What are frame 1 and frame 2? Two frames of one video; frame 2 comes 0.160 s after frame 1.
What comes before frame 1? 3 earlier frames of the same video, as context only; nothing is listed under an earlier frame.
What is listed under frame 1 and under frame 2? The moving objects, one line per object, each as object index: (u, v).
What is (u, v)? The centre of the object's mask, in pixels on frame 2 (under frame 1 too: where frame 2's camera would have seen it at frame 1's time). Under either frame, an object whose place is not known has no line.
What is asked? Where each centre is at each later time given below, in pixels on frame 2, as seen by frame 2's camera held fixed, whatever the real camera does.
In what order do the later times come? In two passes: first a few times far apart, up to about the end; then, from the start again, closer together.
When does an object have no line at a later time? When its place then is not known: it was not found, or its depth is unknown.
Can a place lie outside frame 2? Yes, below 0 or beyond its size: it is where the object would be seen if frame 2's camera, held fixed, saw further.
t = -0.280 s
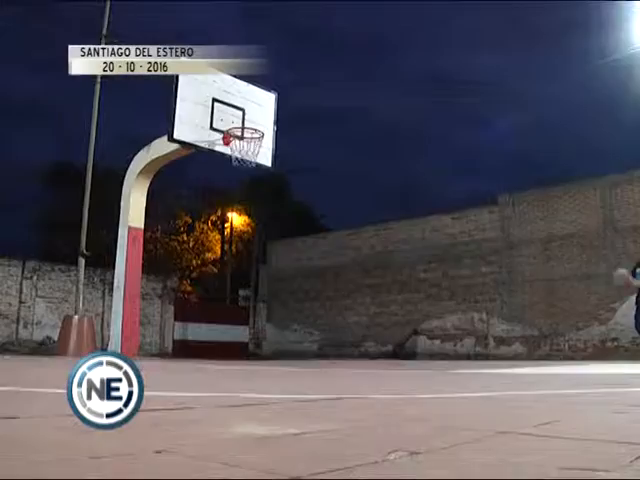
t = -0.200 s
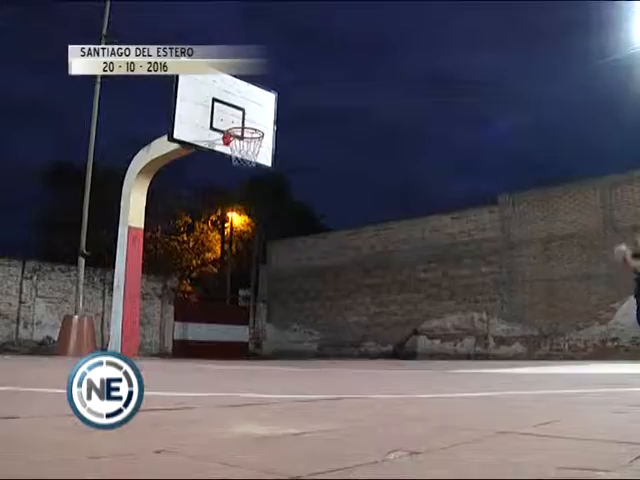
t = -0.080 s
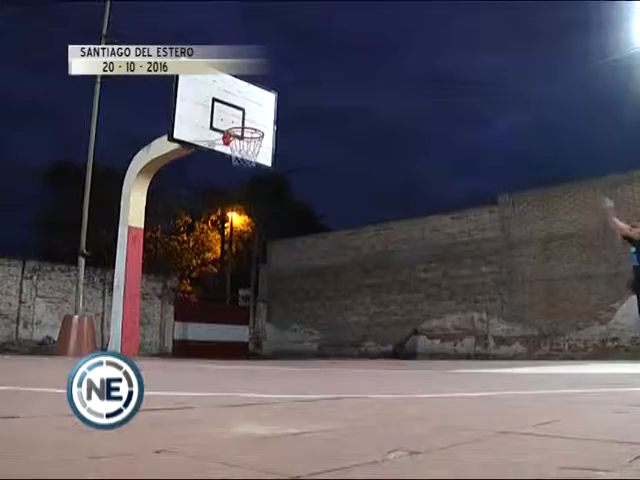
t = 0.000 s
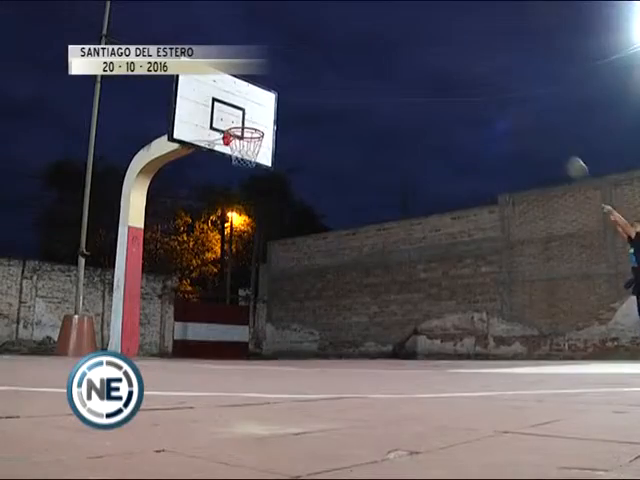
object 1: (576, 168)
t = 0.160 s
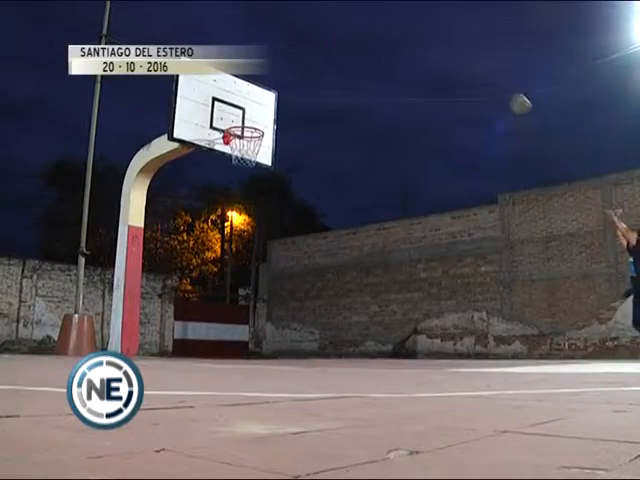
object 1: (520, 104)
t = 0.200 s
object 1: (506, 92)
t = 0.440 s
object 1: (427, 46)
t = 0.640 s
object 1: (365, 39)
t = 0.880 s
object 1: (293, 65)
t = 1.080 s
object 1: (236, 113)
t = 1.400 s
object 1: (261, 189)
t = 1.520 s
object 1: (274, 235)
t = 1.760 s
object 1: (301, 339)
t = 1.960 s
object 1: (334, 263)
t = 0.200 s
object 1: (506, 92)
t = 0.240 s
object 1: (493, 81)
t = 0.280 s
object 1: (480, 72)
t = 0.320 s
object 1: (466, 63)
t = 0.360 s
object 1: (453, 56)
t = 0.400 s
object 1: (440, 51)
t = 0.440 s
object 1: (427, 46)
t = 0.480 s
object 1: (414, 42)
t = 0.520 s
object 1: (402, 40)
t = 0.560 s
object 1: (389, 39)
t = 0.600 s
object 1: (377, 39)
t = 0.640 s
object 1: (365, 39)
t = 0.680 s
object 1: (353, 41)
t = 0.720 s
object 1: (341, 43)
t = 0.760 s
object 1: (329, 47)
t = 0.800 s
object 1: (317, 51)
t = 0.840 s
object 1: (305, 57)
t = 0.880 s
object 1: (293, 65)
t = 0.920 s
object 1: (281, 72)
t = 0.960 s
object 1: (270, 80)
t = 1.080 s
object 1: (236, 113)
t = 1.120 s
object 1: (236, 120)
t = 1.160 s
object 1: (237, 129)
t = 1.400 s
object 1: (261, 189)
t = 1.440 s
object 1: (265, 203)
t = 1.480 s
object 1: (270, 219)
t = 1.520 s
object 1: (274, 235)
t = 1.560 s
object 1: (278, 255)
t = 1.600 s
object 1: (283, 275)
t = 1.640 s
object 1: (287, 294)
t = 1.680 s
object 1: (291, 319)
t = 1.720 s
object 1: (295, 344)
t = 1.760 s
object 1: (301, 339)
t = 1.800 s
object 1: (308, 323)
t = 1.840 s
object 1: (315, 304)
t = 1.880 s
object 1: (321, 289)
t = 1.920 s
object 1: (327, 276)
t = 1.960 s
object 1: (334, 263)
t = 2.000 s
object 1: (340, 252)
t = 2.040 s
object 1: (347, 241)
